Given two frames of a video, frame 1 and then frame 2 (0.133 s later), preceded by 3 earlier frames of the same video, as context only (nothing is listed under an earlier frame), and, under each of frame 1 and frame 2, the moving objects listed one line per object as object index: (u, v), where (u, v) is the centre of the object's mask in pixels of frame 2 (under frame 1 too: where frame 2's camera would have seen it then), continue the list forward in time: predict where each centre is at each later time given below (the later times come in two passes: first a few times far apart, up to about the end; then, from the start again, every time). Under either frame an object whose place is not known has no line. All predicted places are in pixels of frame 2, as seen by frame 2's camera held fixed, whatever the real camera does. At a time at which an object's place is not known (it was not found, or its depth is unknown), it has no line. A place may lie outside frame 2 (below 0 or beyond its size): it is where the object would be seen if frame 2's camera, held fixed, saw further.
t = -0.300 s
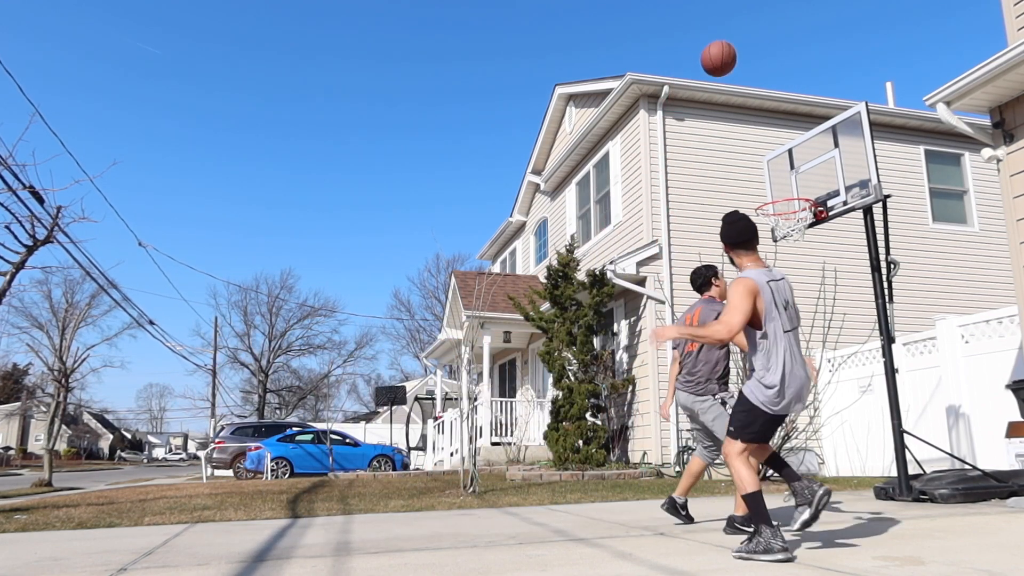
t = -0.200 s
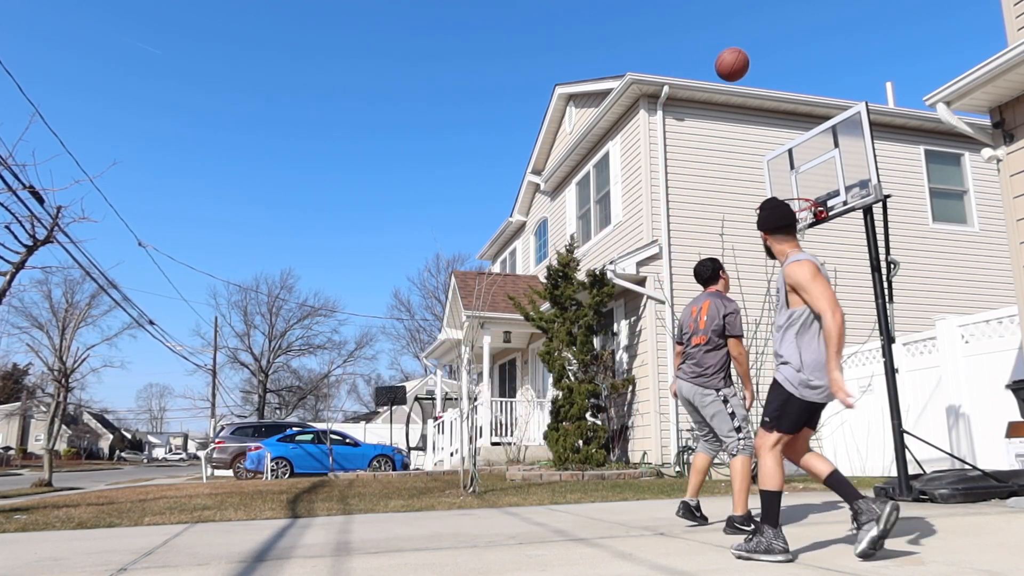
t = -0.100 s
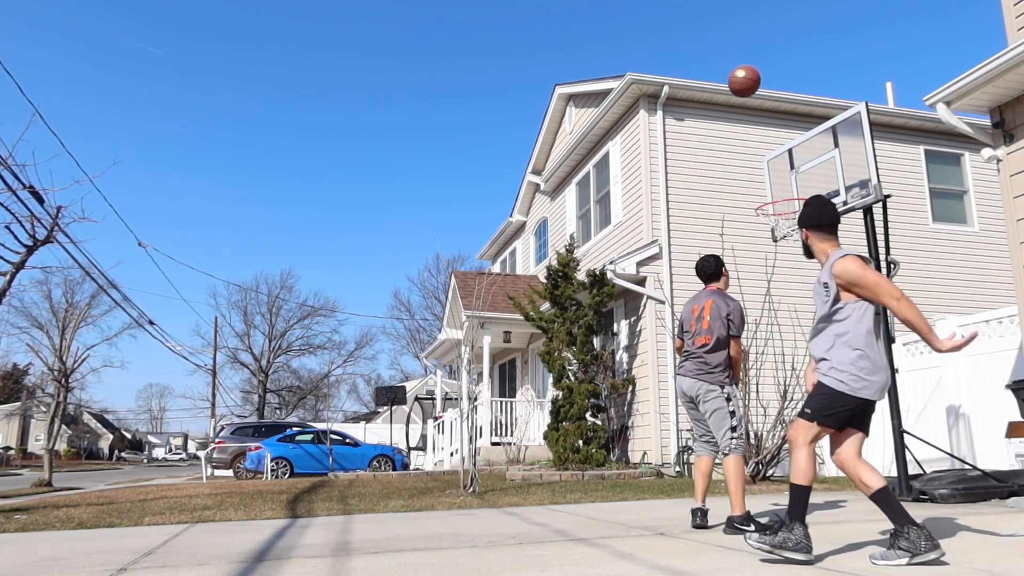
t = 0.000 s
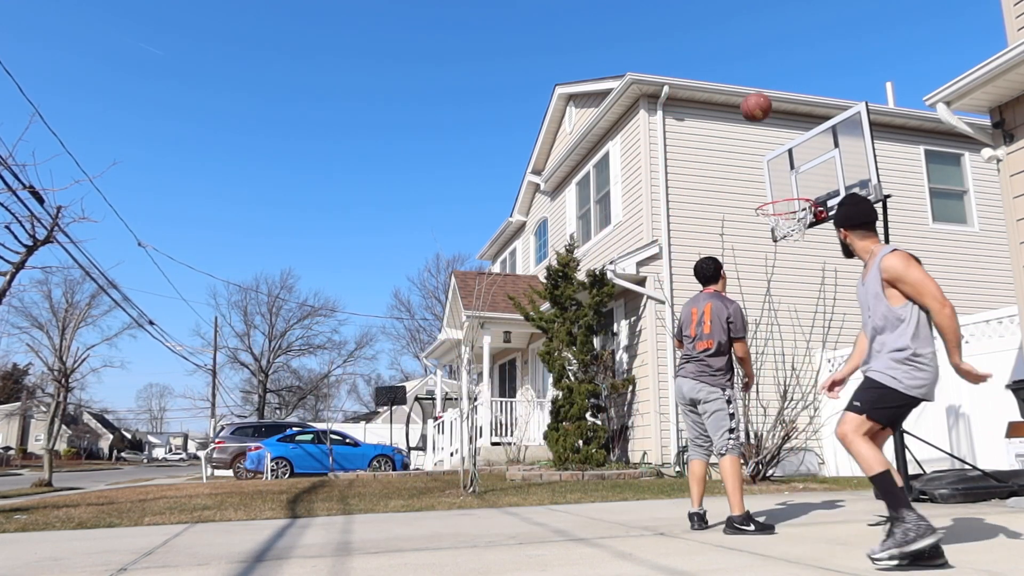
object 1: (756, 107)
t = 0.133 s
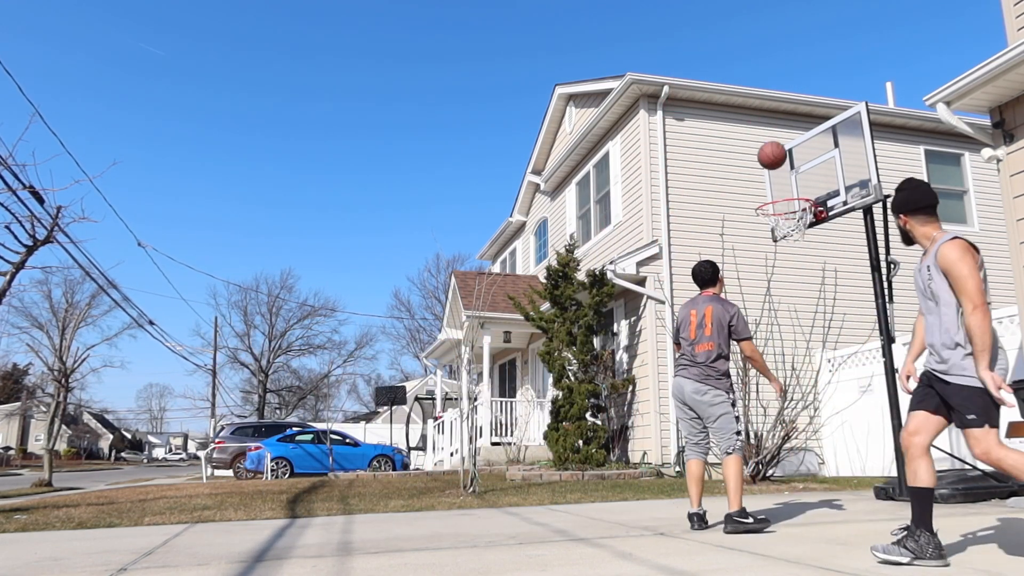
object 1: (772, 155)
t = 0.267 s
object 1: (787, 212)
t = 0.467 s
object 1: (790, 266)
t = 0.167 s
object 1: (776, 170)
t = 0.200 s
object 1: (780, 185)
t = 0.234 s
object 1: (784, 201)
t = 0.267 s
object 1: (787, 212)
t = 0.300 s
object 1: (788, 217)
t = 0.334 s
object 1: (790, 233)
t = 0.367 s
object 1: (791, 243)
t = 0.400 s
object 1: (790, 248)
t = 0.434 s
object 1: (790, 256)
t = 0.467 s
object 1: (790, 266)
